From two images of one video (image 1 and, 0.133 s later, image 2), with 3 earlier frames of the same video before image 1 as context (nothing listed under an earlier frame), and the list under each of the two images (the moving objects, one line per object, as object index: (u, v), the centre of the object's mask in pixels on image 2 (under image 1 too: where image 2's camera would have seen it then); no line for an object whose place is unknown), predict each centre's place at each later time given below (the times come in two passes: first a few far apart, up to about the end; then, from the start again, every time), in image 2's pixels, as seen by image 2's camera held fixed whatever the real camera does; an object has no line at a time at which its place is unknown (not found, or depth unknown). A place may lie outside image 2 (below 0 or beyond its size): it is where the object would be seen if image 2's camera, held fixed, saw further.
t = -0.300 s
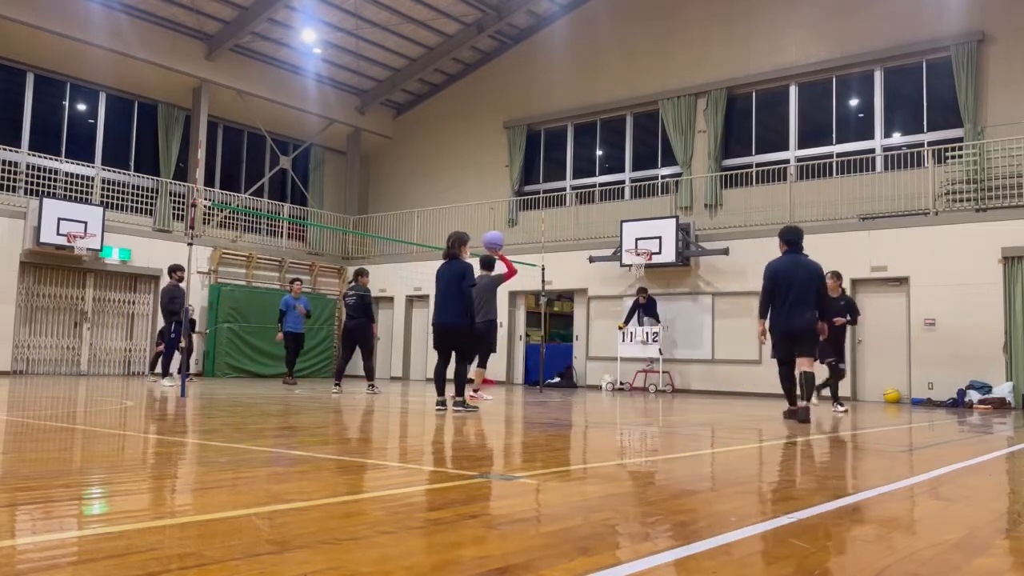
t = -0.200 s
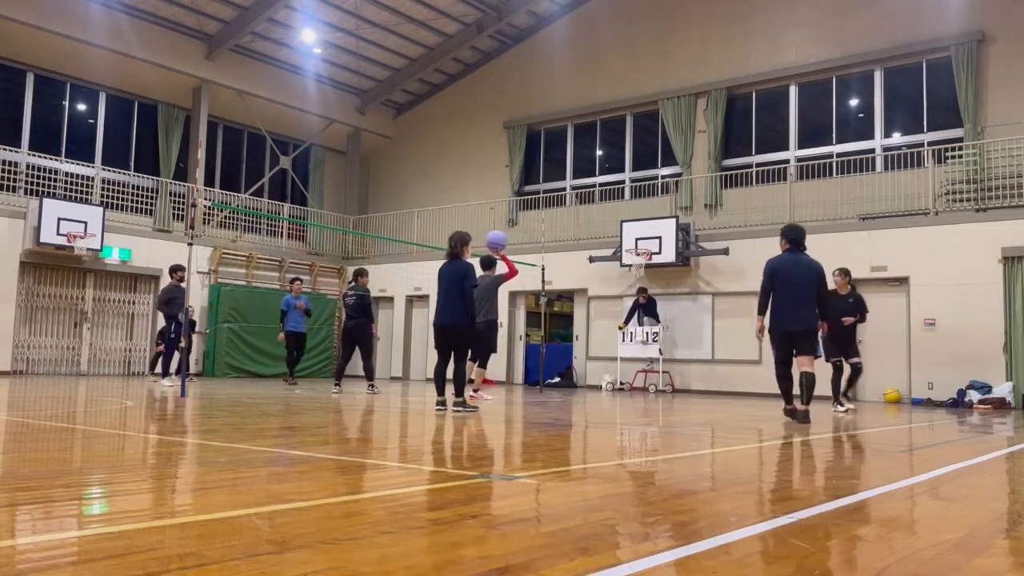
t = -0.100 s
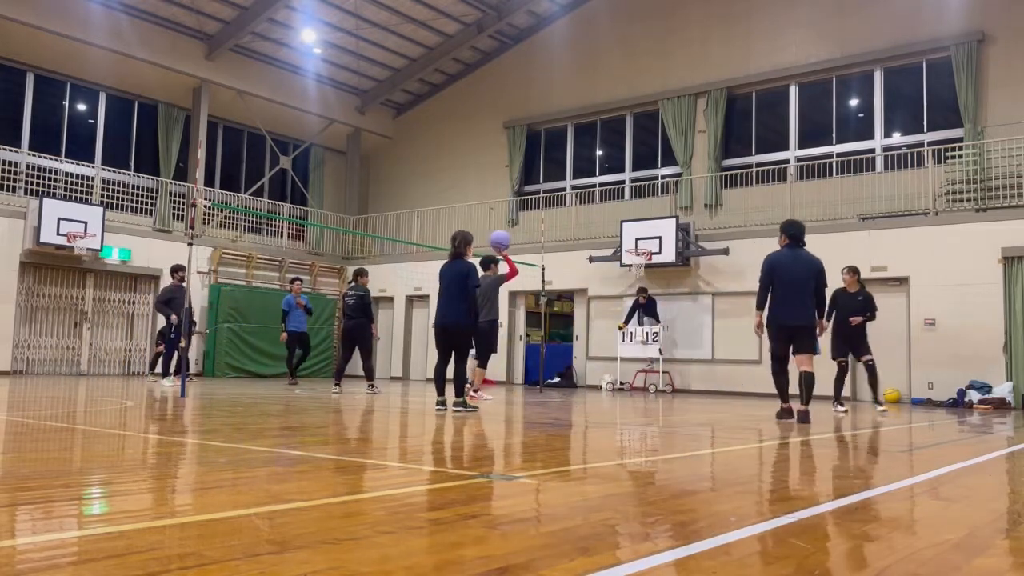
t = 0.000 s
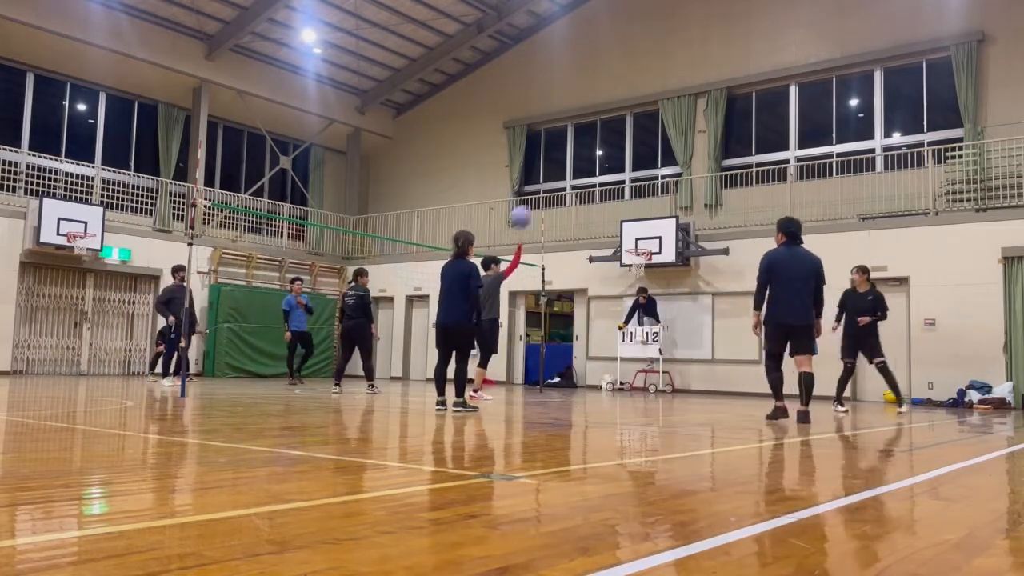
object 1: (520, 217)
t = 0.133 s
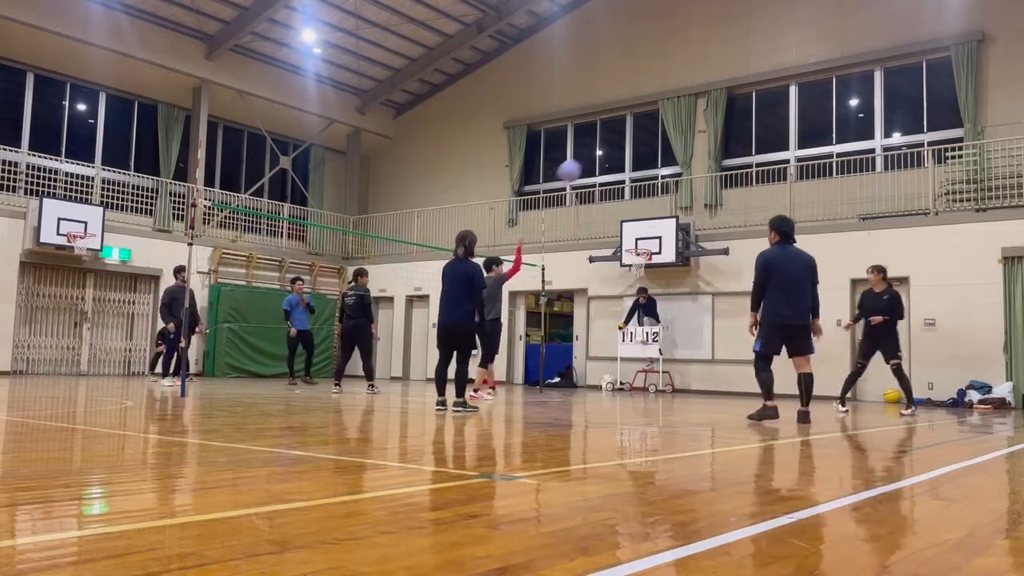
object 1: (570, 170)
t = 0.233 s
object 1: (606, 145)
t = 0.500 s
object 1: (700, 118)
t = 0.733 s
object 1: (782, 140)
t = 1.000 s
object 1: (879, 220)
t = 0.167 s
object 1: (582, 162)
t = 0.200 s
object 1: (593, 154)
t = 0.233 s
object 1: (606, 145)
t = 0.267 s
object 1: (616, 140)
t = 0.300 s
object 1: (629, 133)
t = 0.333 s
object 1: (642, 129)
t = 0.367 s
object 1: (652, 126)
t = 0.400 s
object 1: (665, 121)
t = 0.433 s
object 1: (676, 118)
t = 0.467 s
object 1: (688, 117)
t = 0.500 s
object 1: (700, 118)
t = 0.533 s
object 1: (713, 118)
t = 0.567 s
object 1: (725, 120)
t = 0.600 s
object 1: (736, 122)
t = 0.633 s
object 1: (747, 125)
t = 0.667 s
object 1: (759, 129)
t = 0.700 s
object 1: (770, 134)
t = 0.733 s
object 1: (782, 140)
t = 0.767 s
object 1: (794, 146)
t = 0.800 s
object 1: (806, 155)
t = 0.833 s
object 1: (819, 164)
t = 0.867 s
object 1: (831, 173)
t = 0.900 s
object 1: (843, 184)
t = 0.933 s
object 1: (856, 194)
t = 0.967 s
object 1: (867, 207)
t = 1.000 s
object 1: (879, 220)
